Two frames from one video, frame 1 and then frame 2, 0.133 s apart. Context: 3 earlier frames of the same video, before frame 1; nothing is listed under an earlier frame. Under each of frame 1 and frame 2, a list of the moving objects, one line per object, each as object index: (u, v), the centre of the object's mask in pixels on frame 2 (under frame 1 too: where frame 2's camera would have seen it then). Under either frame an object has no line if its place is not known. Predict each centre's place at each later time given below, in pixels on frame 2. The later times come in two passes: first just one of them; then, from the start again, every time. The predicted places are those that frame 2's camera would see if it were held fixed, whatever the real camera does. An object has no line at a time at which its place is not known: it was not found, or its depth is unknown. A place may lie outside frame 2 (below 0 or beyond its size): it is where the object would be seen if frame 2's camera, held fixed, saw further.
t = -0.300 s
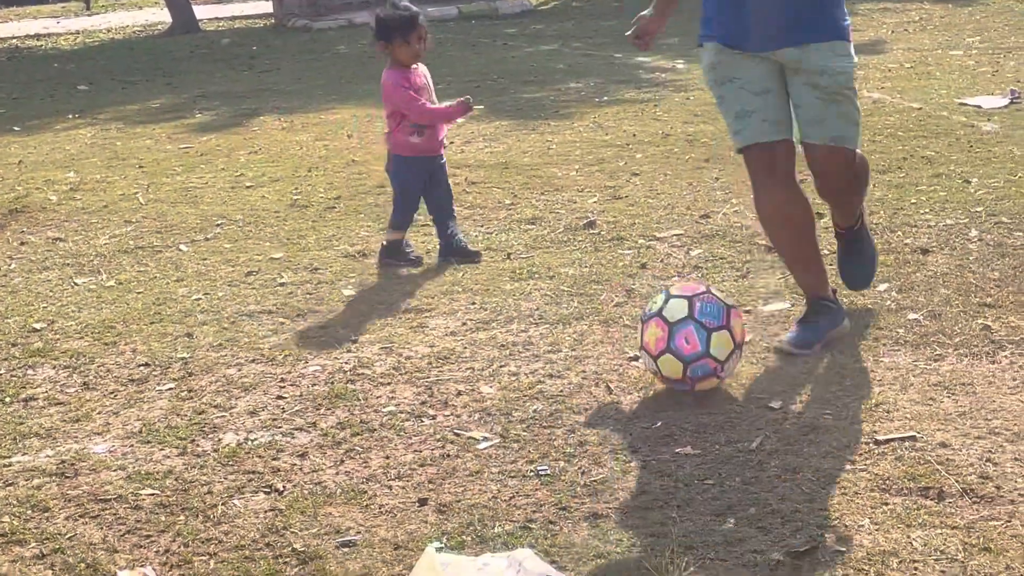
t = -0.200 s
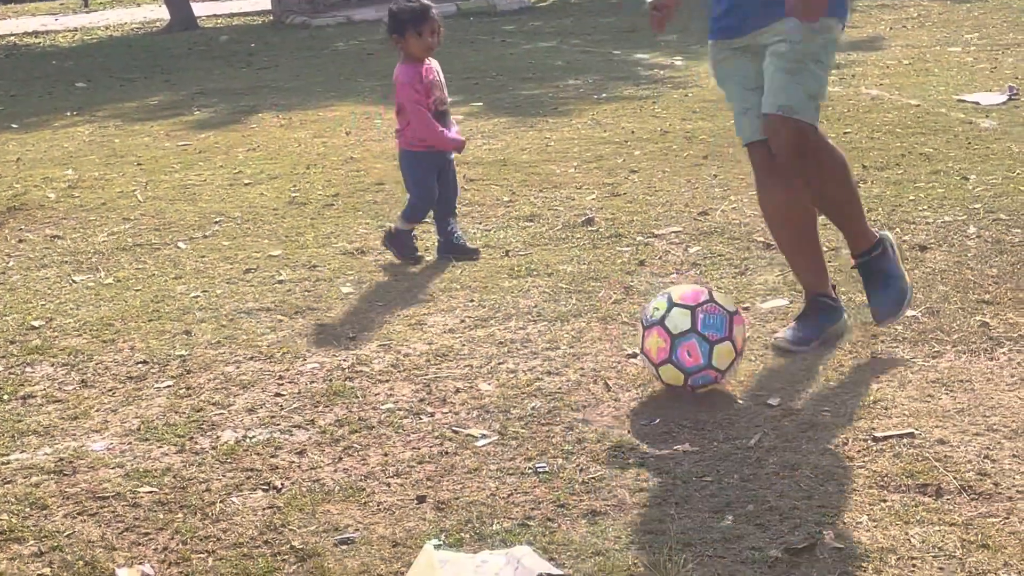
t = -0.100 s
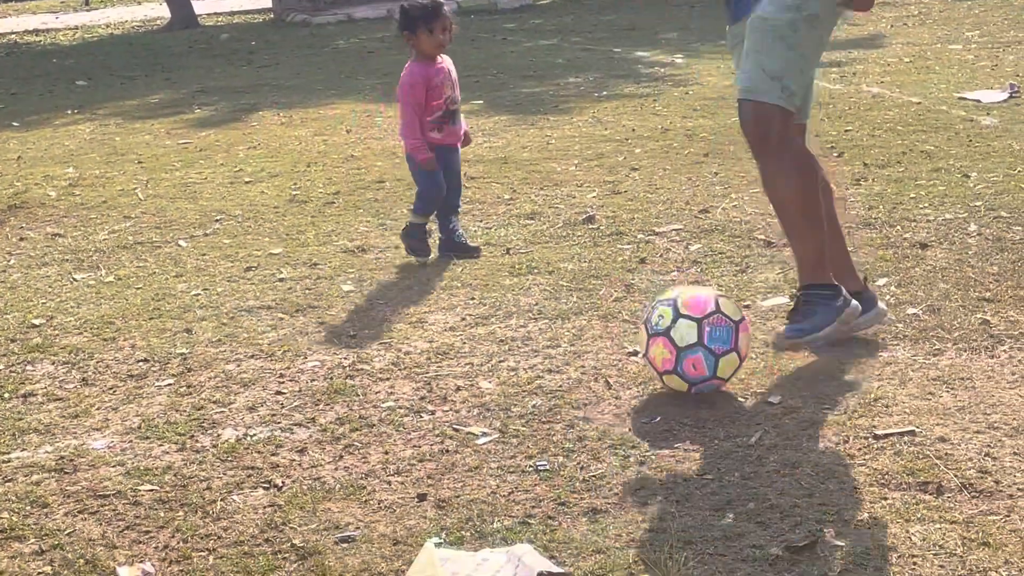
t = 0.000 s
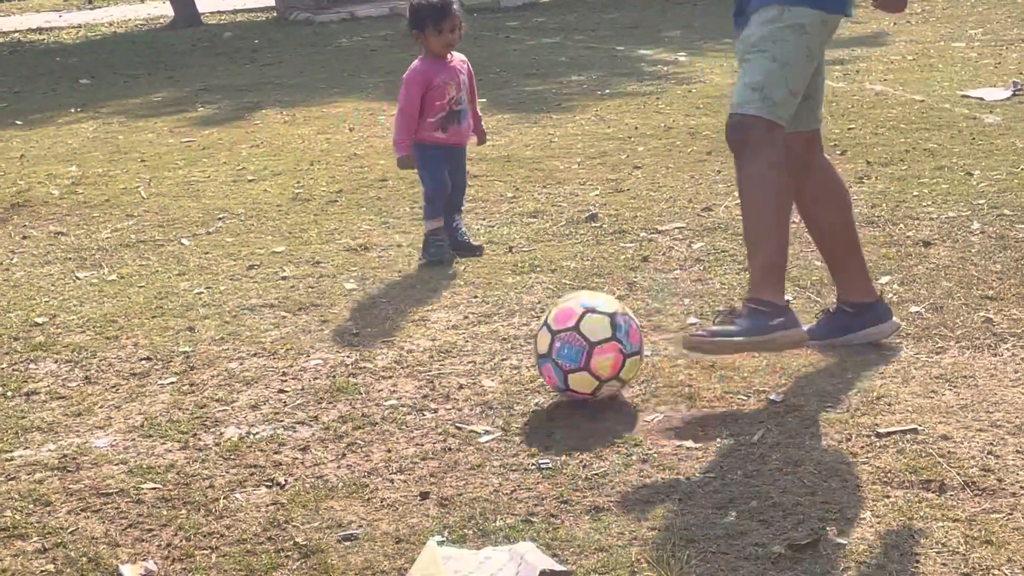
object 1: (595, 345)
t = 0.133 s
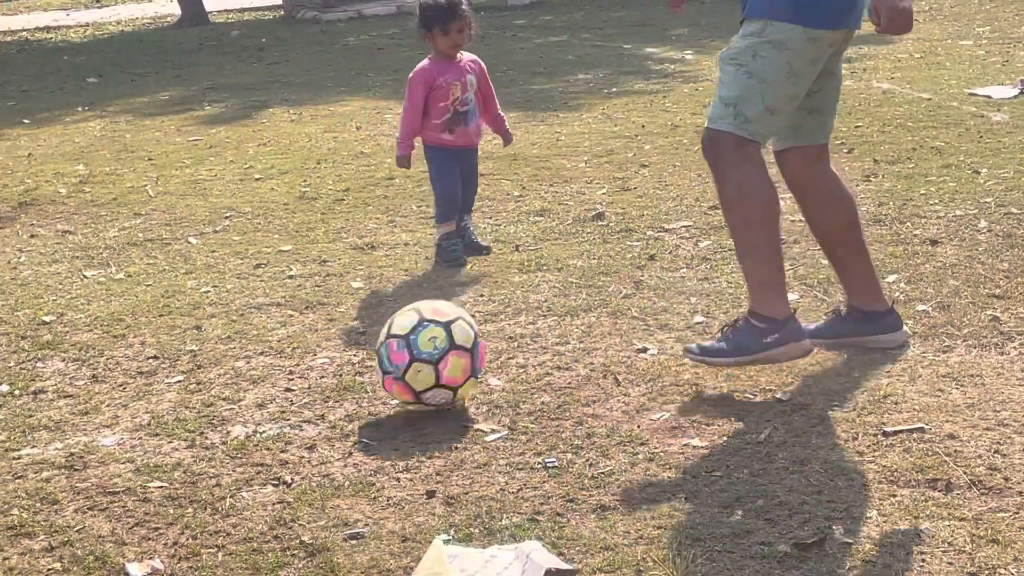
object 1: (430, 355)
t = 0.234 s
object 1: (336, 353)
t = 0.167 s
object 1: (394, 361)
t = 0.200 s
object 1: (364, 356)
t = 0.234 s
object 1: (336, 353)
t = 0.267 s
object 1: (309, 353)
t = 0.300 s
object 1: (284, 356)
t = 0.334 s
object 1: (258, 363)
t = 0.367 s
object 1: (232, 361)
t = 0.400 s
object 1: (208, 357)
